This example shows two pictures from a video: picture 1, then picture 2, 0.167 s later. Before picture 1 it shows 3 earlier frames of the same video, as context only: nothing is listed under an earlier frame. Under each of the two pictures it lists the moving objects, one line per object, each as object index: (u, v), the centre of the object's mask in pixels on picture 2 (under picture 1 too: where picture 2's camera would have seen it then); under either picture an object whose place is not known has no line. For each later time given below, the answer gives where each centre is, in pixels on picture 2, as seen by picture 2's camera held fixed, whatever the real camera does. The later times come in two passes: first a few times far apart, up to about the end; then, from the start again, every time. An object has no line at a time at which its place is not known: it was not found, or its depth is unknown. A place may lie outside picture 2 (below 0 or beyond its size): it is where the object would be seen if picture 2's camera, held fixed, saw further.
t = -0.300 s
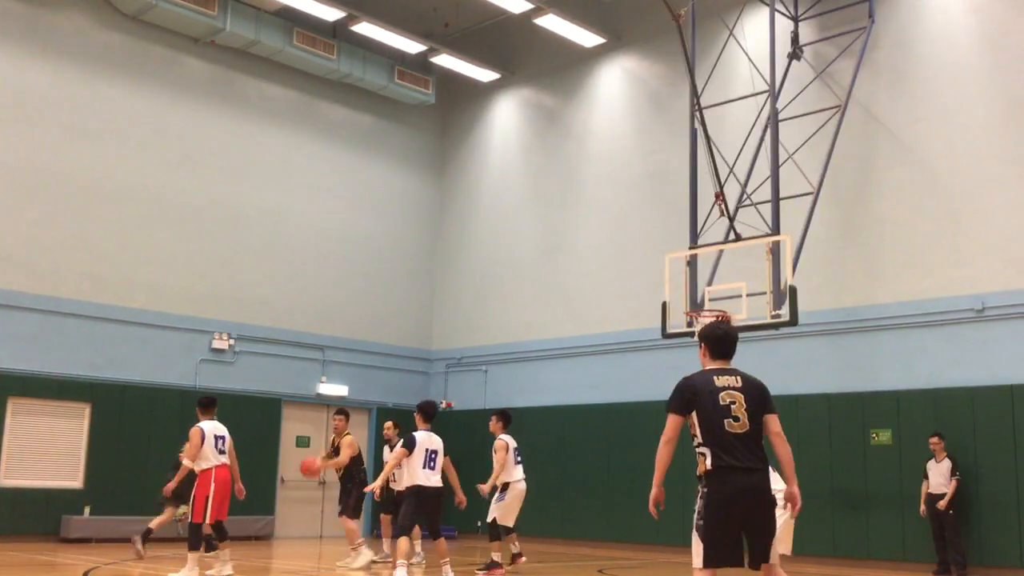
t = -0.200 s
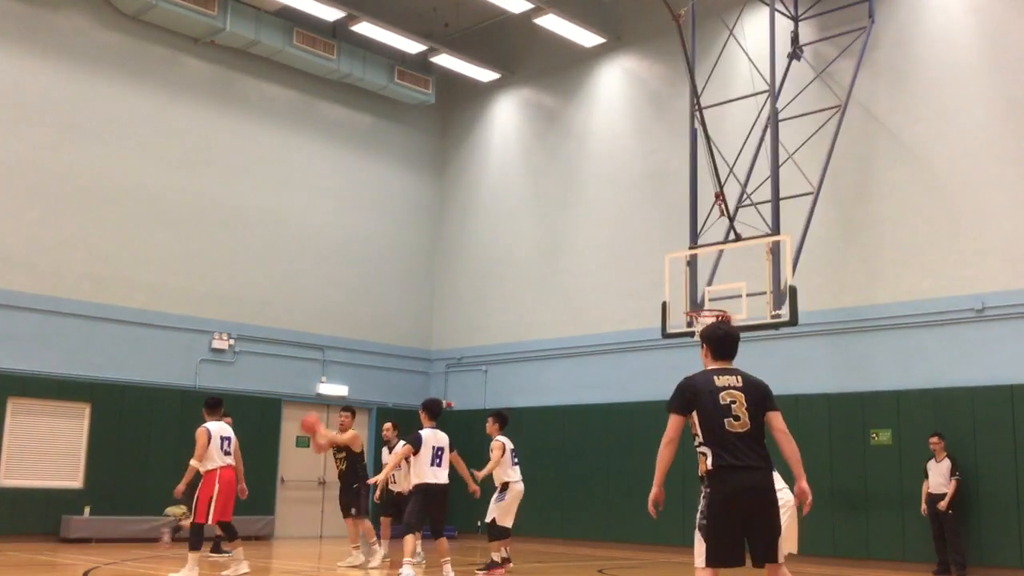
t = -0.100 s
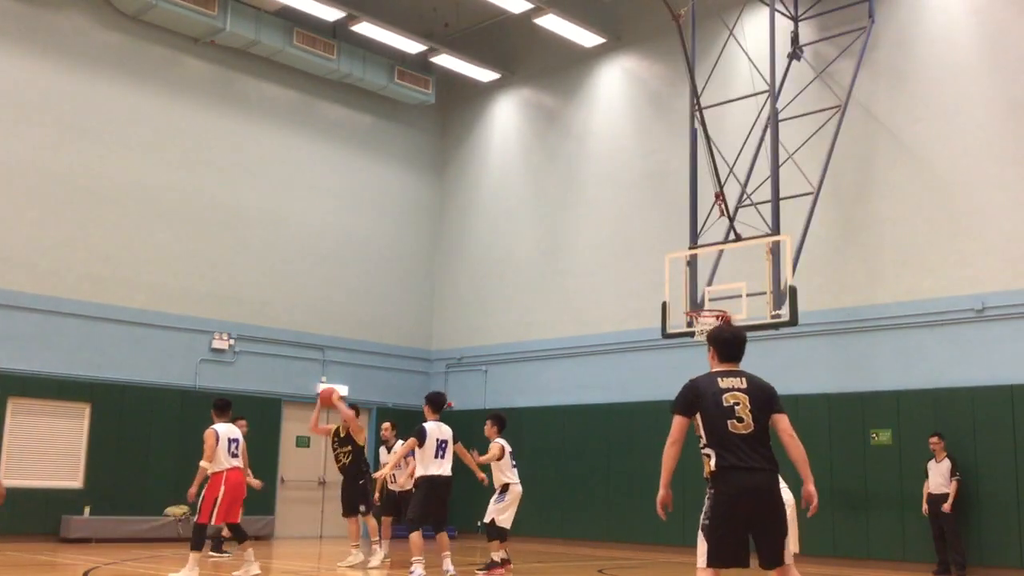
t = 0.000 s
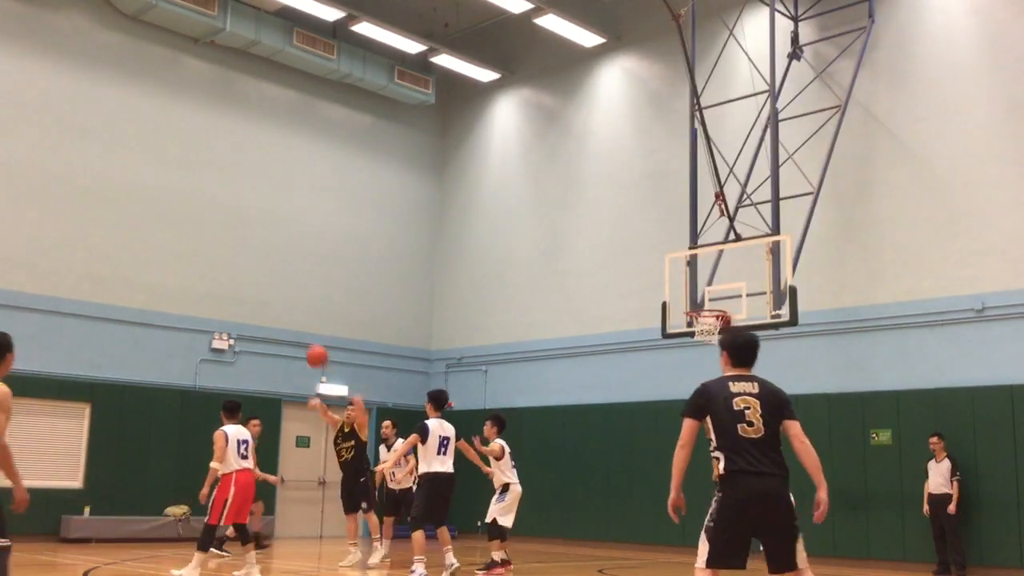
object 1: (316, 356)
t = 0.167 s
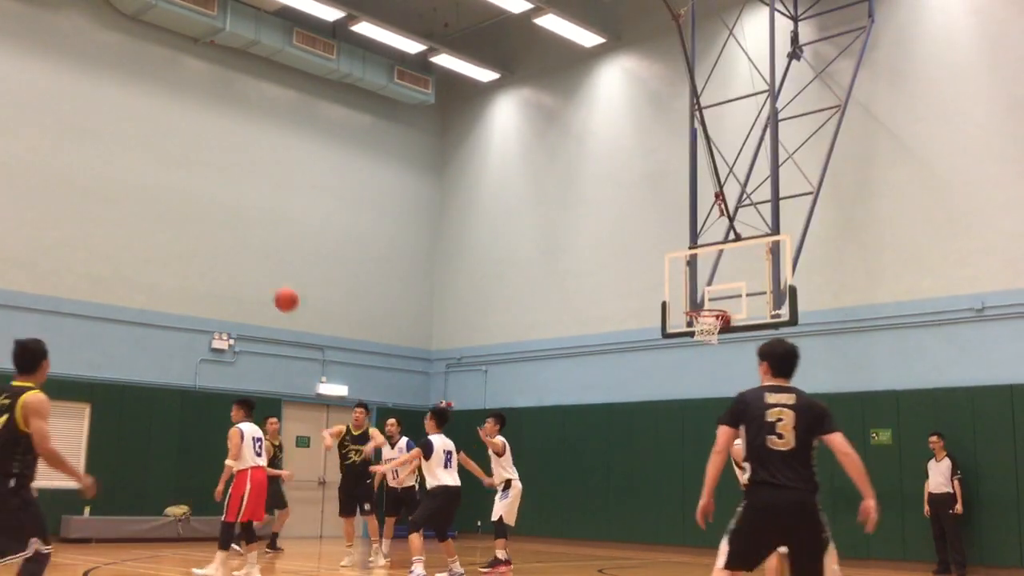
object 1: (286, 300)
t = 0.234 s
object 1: (271, 281)
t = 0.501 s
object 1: (194, 240)
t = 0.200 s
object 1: (279, 290)
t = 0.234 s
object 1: (271, 281)
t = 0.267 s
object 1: (263, 273)
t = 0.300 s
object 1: (255, 266)
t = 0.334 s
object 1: (246, 259)
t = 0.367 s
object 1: (237, 254)
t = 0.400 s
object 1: (227, 249)
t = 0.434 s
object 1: (217, 245)
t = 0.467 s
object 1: (206, 242)
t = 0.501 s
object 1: (194, 240)
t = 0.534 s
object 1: (181, 239)
